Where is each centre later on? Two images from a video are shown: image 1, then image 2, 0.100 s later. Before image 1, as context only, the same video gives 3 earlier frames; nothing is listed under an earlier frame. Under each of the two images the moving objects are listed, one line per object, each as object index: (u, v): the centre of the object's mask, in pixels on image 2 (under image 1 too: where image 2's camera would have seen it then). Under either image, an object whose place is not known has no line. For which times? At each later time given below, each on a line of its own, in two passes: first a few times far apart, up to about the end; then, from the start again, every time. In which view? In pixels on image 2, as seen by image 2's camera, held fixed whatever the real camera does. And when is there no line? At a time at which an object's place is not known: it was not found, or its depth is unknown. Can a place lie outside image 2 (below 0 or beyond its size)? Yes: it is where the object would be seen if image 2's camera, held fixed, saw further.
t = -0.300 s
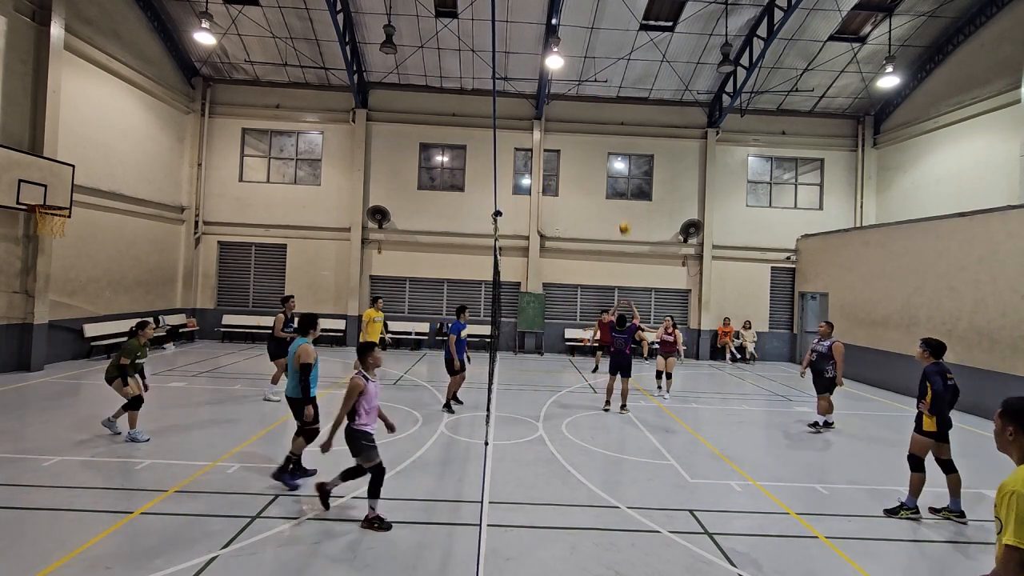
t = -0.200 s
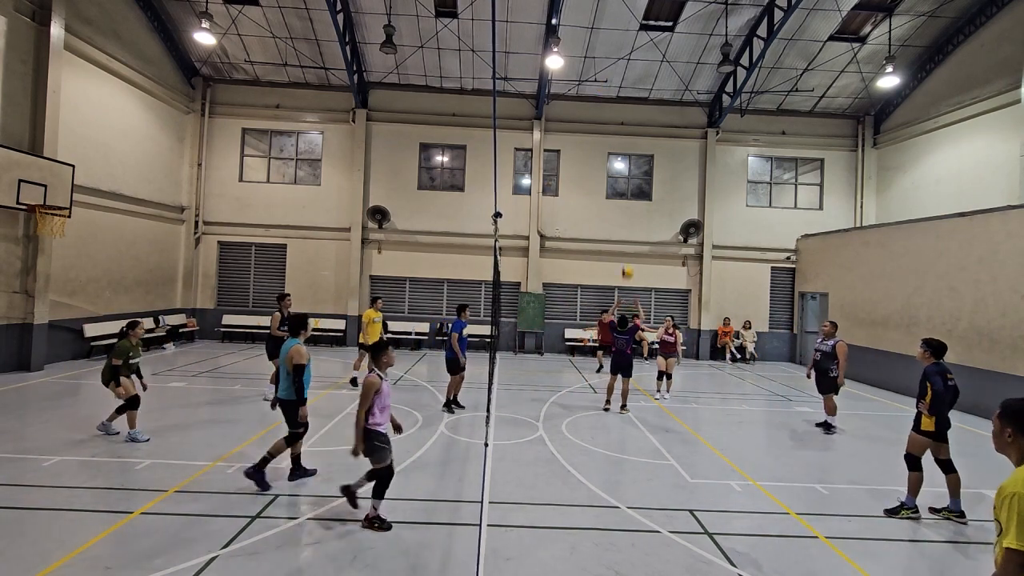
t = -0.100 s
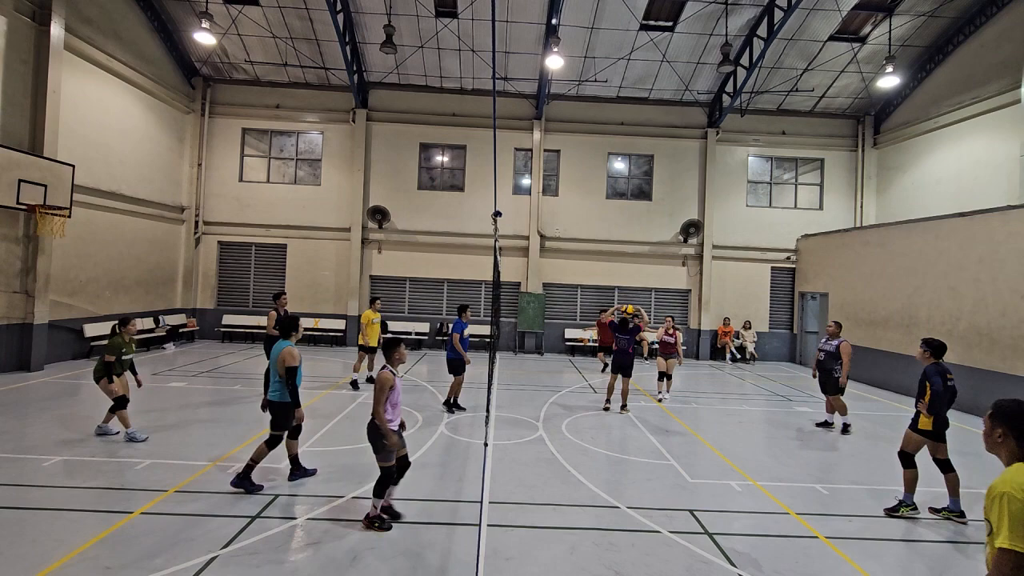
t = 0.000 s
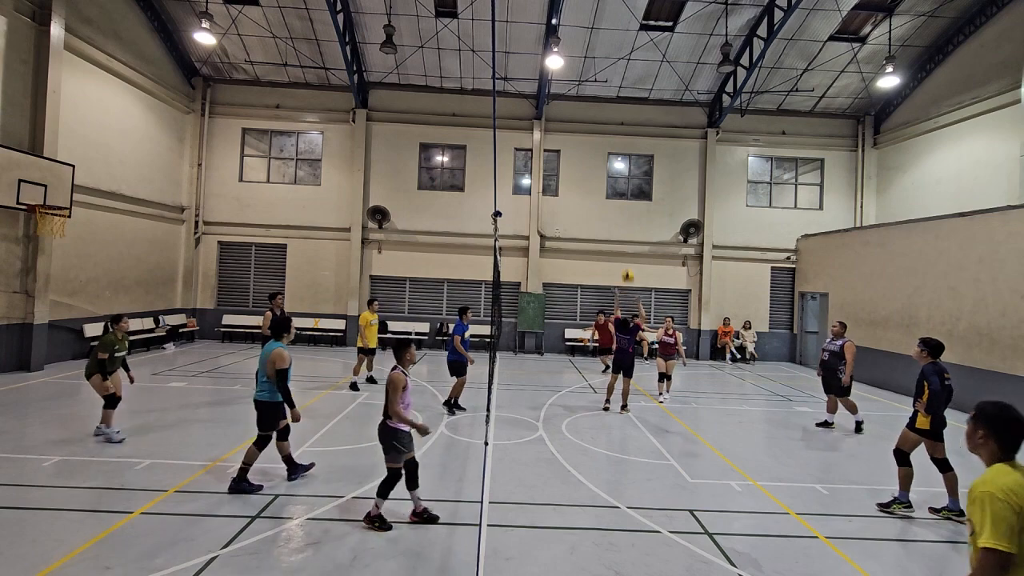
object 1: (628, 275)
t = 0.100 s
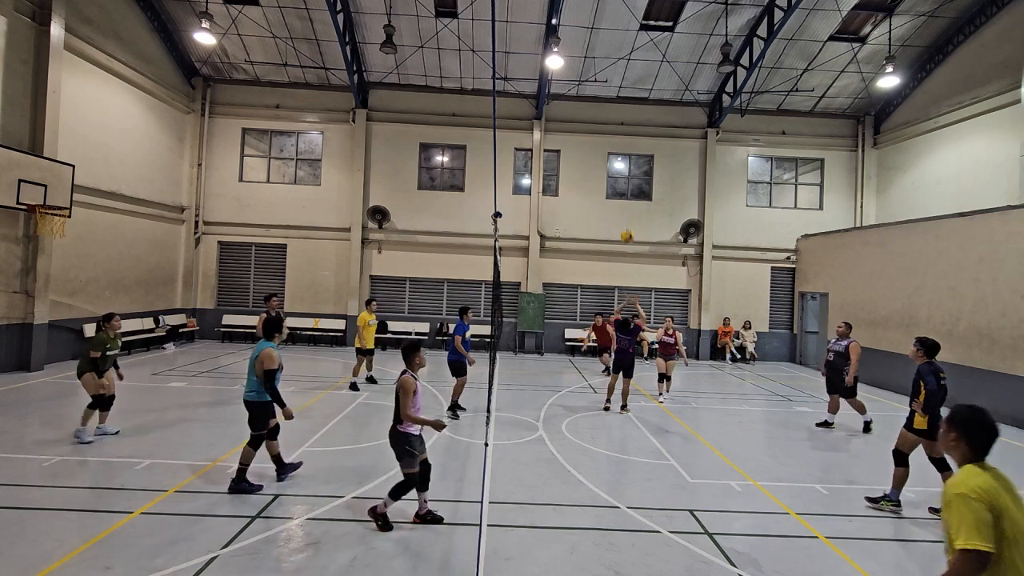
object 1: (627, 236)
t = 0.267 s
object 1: (626, 178)
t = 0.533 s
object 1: (620, 113)
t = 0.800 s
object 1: (613, 92)
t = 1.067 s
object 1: (602, 128)
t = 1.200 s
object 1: (596, 174)
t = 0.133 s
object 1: (627, 223)
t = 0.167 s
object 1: (626, 211)
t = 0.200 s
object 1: (626, 198)
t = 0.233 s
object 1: (625, 188)
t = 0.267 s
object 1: (626, 178)
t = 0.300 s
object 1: (626, 167)
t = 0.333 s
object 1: (625, 157)
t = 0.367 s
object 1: (624, 148)
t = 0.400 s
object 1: (623, 139)
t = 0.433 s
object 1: (622, 131)
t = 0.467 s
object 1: (622, 124)
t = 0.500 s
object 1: (621, 118)
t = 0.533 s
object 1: (620, 113)
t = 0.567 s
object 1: (620, 107)
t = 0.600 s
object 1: (619, 103)
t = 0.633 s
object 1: (618, 99)
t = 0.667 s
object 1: (617, 96)
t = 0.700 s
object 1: (615, 94)
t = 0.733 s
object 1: (614, 92)
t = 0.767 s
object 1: (613, 92)
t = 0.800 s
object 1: (613, 92)
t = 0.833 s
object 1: (611, 93)
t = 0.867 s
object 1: (610, 94)
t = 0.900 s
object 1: (609, 97)
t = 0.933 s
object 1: (608, 101)
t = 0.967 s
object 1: (606, 106)
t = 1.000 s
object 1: (605, 112)
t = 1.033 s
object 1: (604, 119)
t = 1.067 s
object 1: (602, 128)
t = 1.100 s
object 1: (600, 137)
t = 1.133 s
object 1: (599, 148)
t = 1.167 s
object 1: (597, 161)
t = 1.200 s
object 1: (596, 174)
